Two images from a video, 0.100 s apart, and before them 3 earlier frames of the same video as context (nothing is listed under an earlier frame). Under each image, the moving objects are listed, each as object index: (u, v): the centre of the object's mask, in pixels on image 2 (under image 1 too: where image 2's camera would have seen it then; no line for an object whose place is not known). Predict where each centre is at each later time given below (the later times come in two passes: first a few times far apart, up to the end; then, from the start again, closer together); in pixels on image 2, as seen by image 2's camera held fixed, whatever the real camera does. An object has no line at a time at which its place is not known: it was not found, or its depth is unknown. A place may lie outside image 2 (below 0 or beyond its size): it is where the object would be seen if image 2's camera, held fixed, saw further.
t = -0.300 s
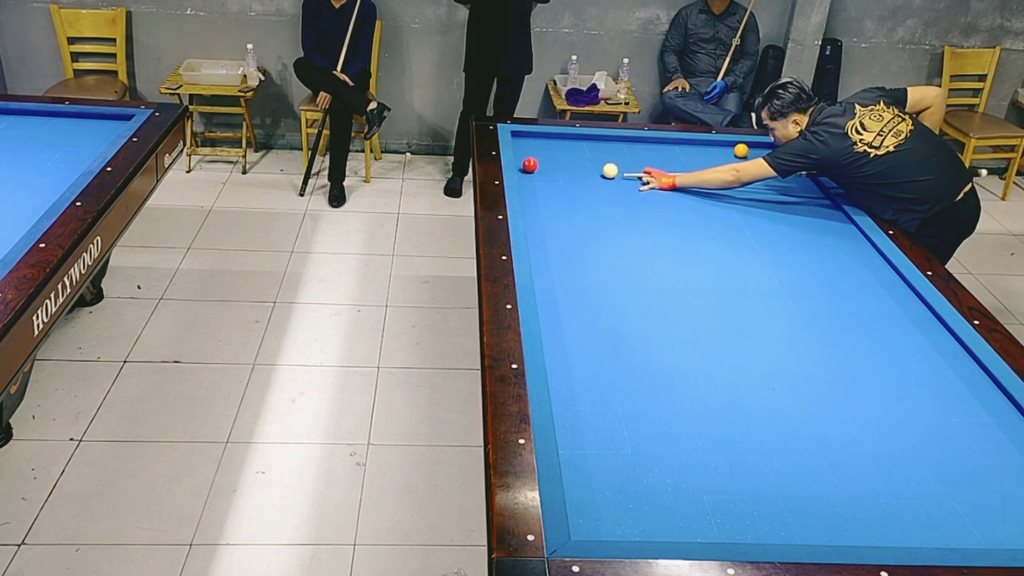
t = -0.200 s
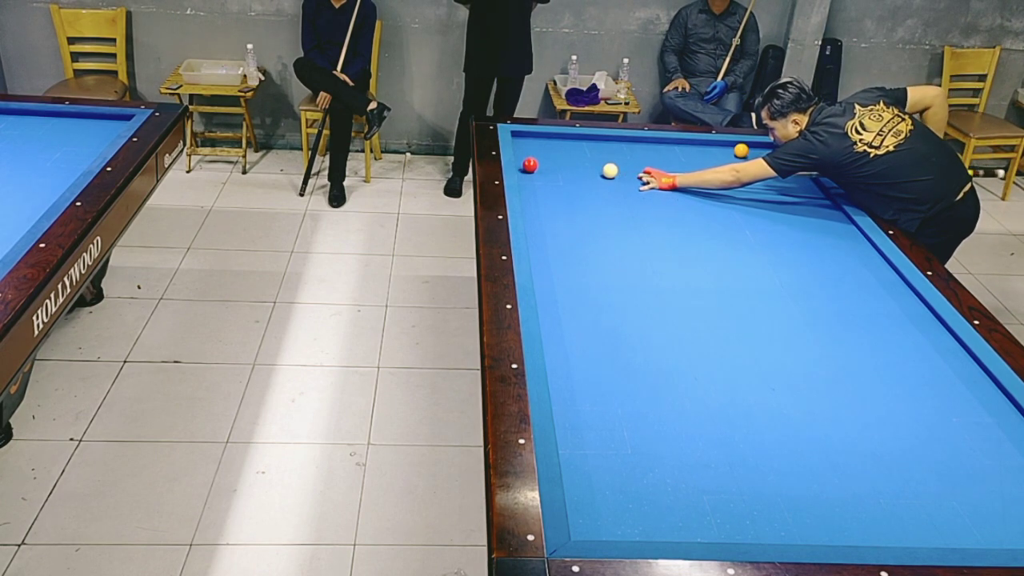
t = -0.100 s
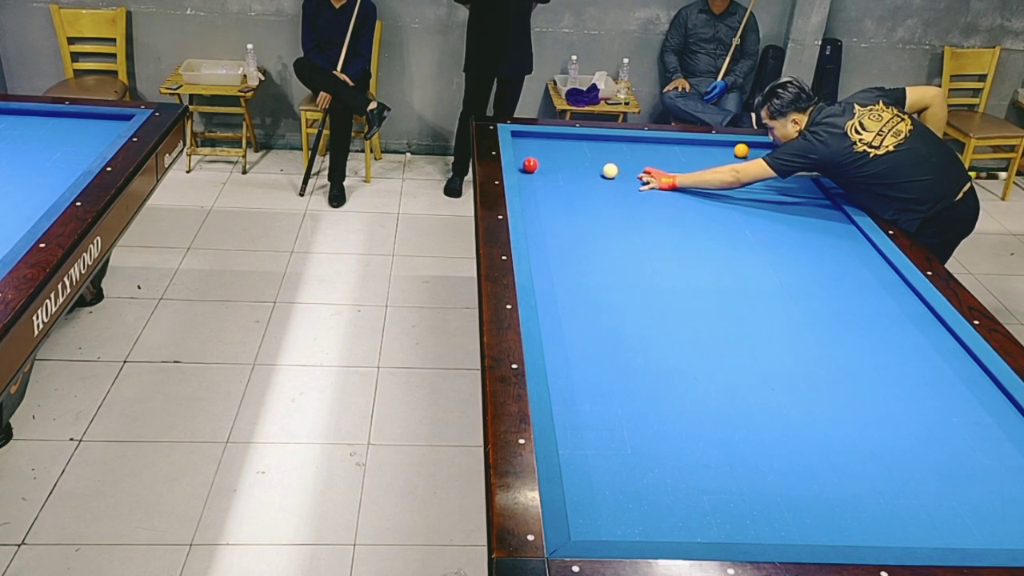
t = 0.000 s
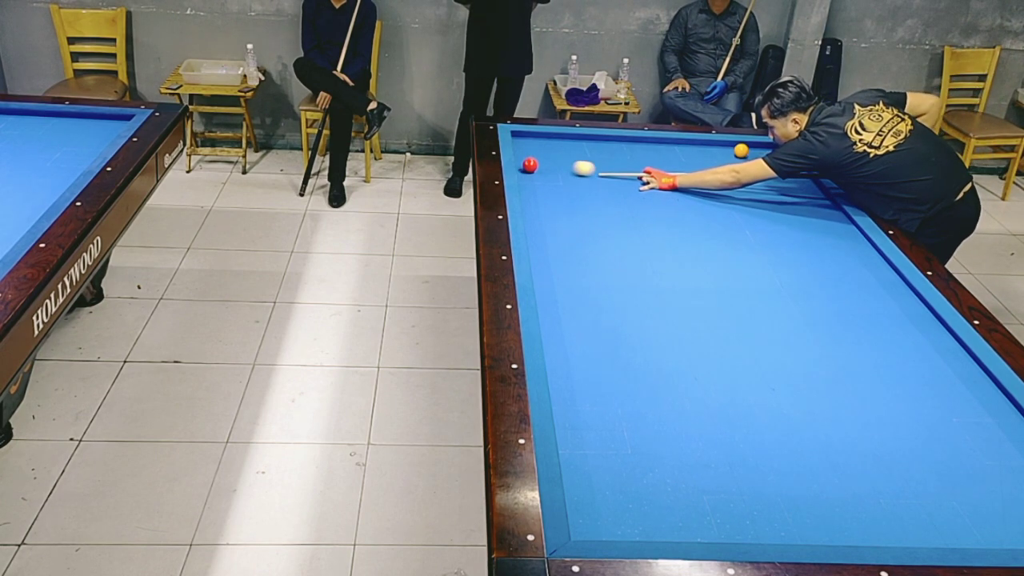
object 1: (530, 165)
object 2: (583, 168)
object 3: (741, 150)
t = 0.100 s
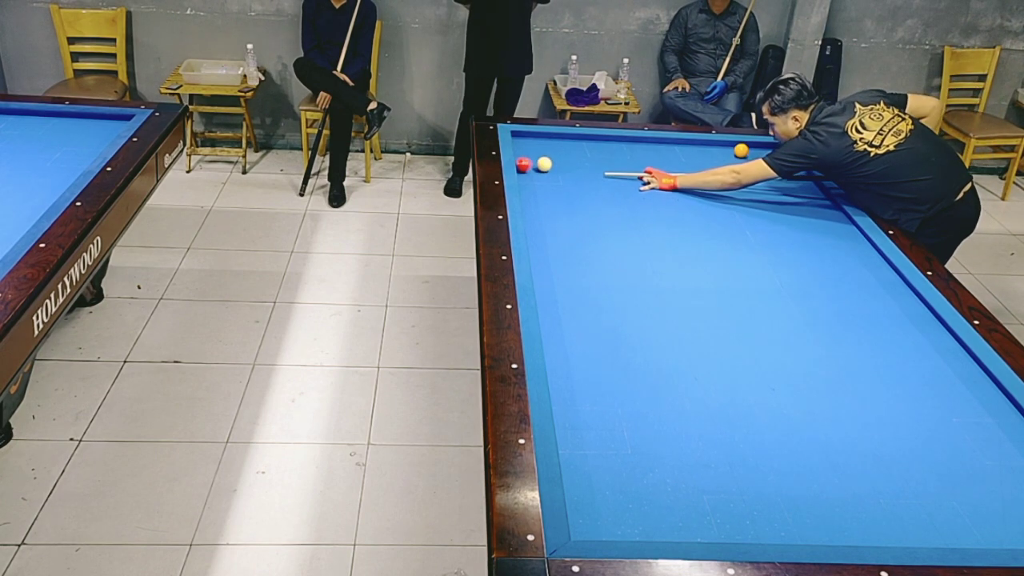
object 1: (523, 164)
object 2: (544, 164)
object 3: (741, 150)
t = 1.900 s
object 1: (743, 234)
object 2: (771, 171)
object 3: (775, 148)
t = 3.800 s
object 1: (878, 299)
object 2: (830, 224)
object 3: (708, 145)
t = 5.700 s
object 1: (818, 335)
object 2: (834, 274)
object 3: (676, 146)
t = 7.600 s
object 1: (771, 361)
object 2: (835, 313)
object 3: (670, 146)
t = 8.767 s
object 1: (754, 370)
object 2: (832, 327)
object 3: (671, 146)
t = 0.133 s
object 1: (531, 166)
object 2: (546, 162)
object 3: (741, 150)
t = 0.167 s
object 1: (536, 167)
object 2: (553, 161)
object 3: (741, 150)
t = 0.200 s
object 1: (539, 169)
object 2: (560, 159)
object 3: (741, 150)
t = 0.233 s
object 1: (543, 170)
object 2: (567, 158)
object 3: (741, 150)
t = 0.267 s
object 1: (547, 171)
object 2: (574, 157)
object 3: (741, 150)
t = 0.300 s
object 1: (550, 173)
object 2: (580, 156)
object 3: (741, 150)
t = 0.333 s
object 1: (554, 174)
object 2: (587, 155)
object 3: (741, 150)
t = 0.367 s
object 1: (558, 175)
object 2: (593, 154)
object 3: (741, 150)
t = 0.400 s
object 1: (562, 176)
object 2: (600, 153)
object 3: (741, 150)
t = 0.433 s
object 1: (566, 177)
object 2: (606, 152)
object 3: (741, 150)
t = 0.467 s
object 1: (570, 179)
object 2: (613, 151)
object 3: (741, 150)
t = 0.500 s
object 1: (573, 180)
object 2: (619, 150)
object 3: (741, 150)
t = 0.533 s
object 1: (577, 181)
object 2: (625, 149)
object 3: (741, 150)
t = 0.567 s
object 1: (581, 182)
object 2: (632, 148)
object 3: (741, 150)
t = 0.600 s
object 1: (585, 184)
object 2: (637, 147)
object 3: (741, 150)
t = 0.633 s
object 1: (589, 185)
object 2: (644, 145)
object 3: (741, 150)
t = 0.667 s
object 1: (593, 186)
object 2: (650, 145)
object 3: (741, 150)
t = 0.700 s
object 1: (597, 188)
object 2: (656, 144)
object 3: (741, 150)
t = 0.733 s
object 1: (601, 189)
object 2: (661, 143)
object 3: (741, 150)
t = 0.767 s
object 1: (604, 190)
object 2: (667, 142)
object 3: (741, 150)
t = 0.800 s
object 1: (608, 192)
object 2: (673, 141)
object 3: (741, 150)
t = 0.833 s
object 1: (612, 193)
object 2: (678, 142)
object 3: (741, 150)
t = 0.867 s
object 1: (616, 194)
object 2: (683, 143)
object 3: (741, 150)
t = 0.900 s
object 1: (620, 195)
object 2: (689, 144)
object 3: (741, 149)
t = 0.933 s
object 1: (624, 197)
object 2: (694, 145)
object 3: (741, 148)
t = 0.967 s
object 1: (628, 198)
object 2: (699, 145)
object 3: (741, 150)
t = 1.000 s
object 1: (632, 199)
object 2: (704, 146)
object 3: (741, 150)
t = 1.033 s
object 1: (636, 201)
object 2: (709, 147)
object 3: (741, 152)
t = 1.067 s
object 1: (640, 202)
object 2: (714, 148)
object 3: (741, 151)
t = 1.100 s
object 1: (644, 203)
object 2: (719, 149)
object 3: (741, 150)
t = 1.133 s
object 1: (648, 204)
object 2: (724, 150)
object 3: (741, 150)
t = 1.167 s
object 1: (652, 206)
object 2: (728, 151)
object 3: (743, 150)
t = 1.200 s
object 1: (656, 207)
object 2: (729, 152)
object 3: (746, 150)
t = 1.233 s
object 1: (660, 208)
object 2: (731, 153)
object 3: (749, 150)
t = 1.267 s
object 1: (664, 209)
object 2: (733, 154)
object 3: (752, 150)
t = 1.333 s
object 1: (673, 212)
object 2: (737, 155)
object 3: (757, 150)
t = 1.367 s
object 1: (677, 213)
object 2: (739, 156)
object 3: (760, 150)
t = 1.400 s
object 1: (681, 215)
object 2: (741, 157)
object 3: (762, 150)
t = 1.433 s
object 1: (685, 216)
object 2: (743, 158)
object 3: (765, 149)
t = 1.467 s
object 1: (689, 217)
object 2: (745, 159)
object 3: (767, 149)
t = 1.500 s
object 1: (693, 218)
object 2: (747, 160)
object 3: (770, 149)
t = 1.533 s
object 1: (697, 220)
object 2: (749, 161)
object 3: (772, 149)
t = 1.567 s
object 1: (702, 221)
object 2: (751, 162)
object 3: (775, 149)
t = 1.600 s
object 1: (705, 223)
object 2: (753, 163)
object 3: (778, 149)
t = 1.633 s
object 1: (710, 224)
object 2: (755, 164)
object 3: (780, 149)
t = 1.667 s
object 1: (714, 225)
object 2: (757, 165)
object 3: (782, 149)
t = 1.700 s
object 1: (718, 226)
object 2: (759, 166)
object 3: (785, 149)
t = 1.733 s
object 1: (722, 228)
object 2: (761, 167)
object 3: (784, 149)
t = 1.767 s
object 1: (726, 229)
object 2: (763, 168)
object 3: (782, 149)
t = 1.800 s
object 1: (731, 230)
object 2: (765, 169)
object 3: (780, 148)
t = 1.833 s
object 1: (735, 232)
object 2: (767, 169)
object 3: (778, 148)
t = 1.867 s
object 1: (739, 233)
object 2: (769, 170)
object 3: (776, 148)
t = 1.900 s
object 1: (743, 234)
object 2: (771, 171)
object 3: (775, 148)
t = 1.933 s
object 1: (747, 236)
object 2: (773, 172)
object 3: (773, 148)
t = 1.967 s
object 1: (752, 237)
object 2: (775, 173)
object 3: (771, 147)
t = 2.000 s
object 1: (756, 238)
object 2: (777, 174)
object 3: (770, 147)
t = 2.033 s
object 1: (760, 240)
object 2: (779, 175)
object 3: (768, 147)
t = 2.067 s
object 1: (764, 241)
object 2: (781, 176)
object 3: (766, 146)
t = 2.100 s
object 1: (769, 242)
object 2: (783, 177)
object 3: (765, 146)
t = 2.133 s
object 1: (773, 243)
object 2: (785, 178)
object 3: (763, 146)
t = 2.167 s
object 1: (777, 245)
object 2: (787, 179)
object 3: (761, 146)
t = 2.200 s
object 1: (781, 246)
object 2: (789, 180)
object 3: (760, 146)
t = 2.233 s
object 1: (786, 247)
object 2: (791, 181)
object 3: (758, 146)
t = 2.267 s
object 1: (790, 249)
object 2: (793, 182)
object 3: (756, 145)
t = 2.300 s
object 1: (794, 250)
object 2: (795, 182)
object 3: (755, 145)
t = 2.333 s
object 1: (799, 251)
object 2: (797, 183)
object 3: (753, 145)
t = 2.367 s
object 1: (803, 253)
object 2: (798, 184)
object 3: (752, 145)
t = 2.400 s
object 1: (807, 254)
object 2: (800, 185)
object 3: (750, 144)
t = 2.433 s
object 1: (812, 255)
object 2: (802, 186)
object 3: (748, 144)
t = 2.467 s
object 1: (816, 257)
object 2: (804, 187)
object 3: (747, 144)
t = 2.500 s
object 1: (820, 258)
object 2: (806, 188)
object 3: (746, 144)
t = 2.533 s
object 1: (825, 259)
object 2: (808, 189)
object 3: (744, 144)
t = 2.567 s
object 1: (829, 261)
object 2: (810, 190)
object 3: (744, 144)
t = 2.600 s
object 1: (834, 262)
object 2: (812, 191)
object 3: (742, 144)
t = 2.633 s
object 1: (838, 264)
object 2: (814, 192)
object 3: (741, 144)
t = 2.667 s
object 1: (842, 265)
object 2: (816, 193)
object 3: (740, 144)
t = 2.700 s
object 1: (847, 266)
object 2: (818, 194)
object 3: (739, 144)
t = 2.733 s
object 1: (851, 267)
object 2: (820, 195)
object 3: (738, 144)
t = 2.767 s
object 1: (855, 269)
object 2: (822, 195)
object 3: (737, 144)
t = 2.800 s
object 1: (860, 270)
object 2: (824, 196)
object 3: (736, 144)
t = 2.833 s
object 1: (864, 272)
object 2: (826, 197)
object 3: (735, 144)
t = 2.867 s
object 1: (869, 273)
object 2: (826, 198)
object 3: (734, 144)
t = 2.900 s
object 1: (873, 274)
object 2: (827, 199)
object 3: (733, 144)
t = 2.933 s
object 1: (878, 276)
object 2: (827, 200)
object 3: (732, 145)
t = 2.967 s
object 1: (882, 277)
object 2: (827, 201)
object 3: (731, 145)
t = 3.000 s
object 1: (886, 278)
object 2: (827, 202)
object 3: (730, 145)
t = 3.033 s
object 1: (891, 280)
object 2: (827, 203)
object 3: (729, 145)
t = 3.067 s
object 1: (895, 281)
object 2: (827, 204)
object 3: (728, 145)
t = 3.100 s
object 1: (900, 283)
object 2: (828, 205)
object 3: (727, 145)
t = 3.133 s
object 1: (900, 283)
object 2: (828, 206)
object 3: (726, 145)
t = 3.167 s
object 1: (899, 284)
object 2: (828, 207)
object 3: (725, 145)
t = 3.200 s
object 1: (897, 285)
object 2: (828, 208)
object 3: (724, 145)
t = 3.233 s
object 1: (896, 286)
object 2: (828, 209)
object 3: (723, 145)
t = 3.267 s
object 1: (895, 287)
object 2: (828, 210)
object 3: (722, 145)
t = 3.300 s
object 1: (894, 287)
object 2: (828, 210)
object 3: (722, 145)
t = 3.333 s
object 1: (893, 288)
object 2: (829, 211)
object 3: (721, 145)
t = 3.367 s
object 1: (892, 289)
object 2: (829, 212)
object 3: (720, 145)
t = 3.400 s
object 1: (891, 290)
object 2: (829, 213)
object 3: (718, 145)
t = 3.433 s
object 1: (890, 290)
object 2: (829, 214)
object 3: (718, 145)
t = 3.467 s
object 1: (889, 291)
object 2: (829, 215)
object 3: (717, 145)
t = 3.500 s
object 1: (887, 292)
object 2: (829, 216)
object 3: (716, 145)
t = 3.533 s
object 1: (886, 293)
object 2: (829, 217)
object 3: (715, 145)
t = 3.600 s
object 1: (884, 294)
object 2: (829, 219)
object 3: (713, 145)
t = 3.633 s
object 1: (883, 295)
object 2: (830, 220)
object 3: (712, 145)
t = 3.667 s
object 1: (882, 296)
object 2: (830, 221)
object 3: (712, 145)
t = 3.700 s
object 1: (881, 296)
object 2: (830, 222)
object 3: (711, 145)
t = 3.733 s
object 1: (880, 297)
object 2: (830, 223)
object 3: (710, 145)
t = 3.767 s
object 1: (879, 298)
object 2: (830, 223)
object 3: (709, 145)
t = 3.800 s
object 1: (878, 299)
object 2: (830, 224)
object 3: (708, 145)
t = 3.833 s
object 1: (877, 299)
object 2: (830, 225)
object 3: (707, 145)
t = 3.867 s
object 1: (876, 300)
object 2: (830, 226)
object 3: (707, 145)
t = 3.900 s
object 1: (874, 301)
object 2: (831, 227)
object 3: (706, 145)
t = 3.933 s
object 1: (873, 301)
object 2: (831, 228)
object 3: (705, 145)
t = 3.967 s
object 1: (872, 302)
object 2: (831, 229)
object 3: (704, 145)
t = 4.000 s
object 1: (871, 303)
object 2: (831, 230)
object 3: (703, 145)
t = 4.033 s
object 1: (870, 304)
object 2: (831, 231)
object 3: (703, 145)
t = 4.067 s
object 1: (869, 304)
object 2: (831, 232)
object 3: (702, 145)
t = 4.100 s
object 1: (868, 305)
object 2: (831, 232)
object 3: (701, 145)
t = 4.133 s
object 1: (867, 306)
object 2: (831, 233)
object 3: (700, 145)
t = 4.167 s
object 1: (866, 307)
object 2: (831, 234)
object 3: (700, 145)
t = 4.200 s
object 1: (865, 307)
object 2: (831, 235)
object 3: (699, 145)
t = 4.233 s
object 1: (863, 308)
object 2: (832, 236)
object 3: (698, 145)
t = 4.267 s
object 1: (862, 309)
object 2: (832, 237)
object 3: (697, 145)
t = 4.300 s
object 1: (861, 309)
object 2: (832, 238)
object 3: (697, 145)
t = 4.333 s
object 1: (860, 310)
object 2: (832, 239)
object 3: (696, 145)
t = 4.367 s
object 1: (859, 311)
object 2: (832, 240)
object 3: (696, 145)
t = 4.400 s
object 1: (858, 311)
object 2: (832, 241)
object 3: (695, 145)
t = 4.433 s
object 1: (857, 312)
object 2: (832, 242)
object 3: (694, 145)
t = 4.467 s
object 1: (856, 313)
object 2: (832, 242)
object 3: (694, 145)
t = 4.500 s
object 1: (855, 313)
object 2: (832, 243)
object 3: (693, 145)
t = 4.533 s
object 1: (854, 314)
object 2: (832, 244)
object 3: (692, 145)
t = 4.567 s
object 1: (852, 315)
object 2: (832, 245)
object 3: (692, 146)
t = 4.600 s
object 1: (851, 316)
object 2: (833, 246)
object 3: (691, 145)
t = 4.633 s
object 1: (850, 316)
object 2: (833, 247)
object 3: (691, 146)
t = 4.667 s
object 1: (849, 317)
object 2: (833, 248)
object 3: (690, 145)
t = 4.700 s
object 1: (848, 318)
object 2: (833, 249)
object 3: (689, 146)
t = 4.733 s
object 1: (847, 318)
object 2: (833, 250)
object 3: (689, 145)
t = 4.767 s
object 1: (846, 319)
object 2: (833, 250)
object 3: (688, 146)
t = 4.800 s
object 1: (845, 319)
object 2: (833, 251)
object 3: (688, 145)
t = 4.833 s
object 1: (844, 320)
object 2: (833, 252)
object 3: (687, 145)
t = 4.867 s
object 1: (843, 321)
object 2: (833, 253)
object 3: (687, 146)
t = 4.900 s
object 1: (842, 321)
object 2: (833, 254)
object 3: (686, 146)
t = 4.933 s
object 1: (841, 322)
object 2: (833, 255)
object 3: (686, 146)
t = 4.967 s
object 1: (840, 322)
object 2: (833, 256)
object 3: (685, 146)
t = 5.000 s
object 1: (839, 323)
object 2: (833, 256)
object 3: (684, 146)
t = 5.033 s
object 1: (838, 324)
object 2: (833, 257)
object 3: (684, 146)
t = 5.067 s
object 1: (837, 325)
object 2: (833, 258)
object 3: (683, 146)
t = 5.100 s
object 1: (836, 325)
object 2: (833, 259)
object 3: (683, 146)
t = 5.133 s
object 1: (835, 326)
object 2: (833, 260)
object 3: (682, 146)
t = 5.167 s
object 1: (833, 326)
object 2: (833, 261)
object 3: (682, 146)
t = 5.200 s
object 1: (833, 327)
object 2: (833, 262)
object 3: (682, 146)
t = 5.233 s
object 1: (832, 328)
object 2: (833, 262)
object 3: (681, 146)
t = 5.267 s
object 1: (830, 328)
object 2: (833, 263)
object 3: (681, 146)
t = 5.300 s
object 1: (829, 329)
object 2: (833, 264)
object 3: (680, 146)
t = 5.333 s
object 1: (829, 329)
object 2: (834, 265)
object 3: (680, 146)
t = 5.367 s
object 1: (827, 330)
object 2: (833, 266)
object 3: (680, 146)
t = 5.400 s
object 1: (827, 330)
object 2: (834, 267)
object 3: (679, 146)
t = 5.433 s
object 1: (825, 331)
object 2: (833, 267)
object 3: (679, 146)
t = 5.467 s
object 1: (824, 332)
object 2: (834, 268)
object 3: (678, 146)
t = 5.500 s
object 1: (823, 332)
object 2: (834, 269)
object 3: (678, 146)
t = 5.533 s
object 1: (822, 333)
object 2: (834, 270)
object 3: (678, 146)
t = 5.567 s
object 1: (821, 333)
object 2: (834, 271)
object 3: (677, 146)
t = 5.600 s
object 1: (820, 334)
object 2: (834, 271)
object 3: (677, 146)
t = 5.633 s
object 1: (820, 334)
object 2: (834, 272)
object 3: (676, 146)
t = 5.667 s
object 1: (819, 335)
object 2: (834, 273)
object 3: (676, 146)
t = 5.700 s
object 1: (818, 335)
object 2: (834, 274)
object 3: (676, 146)
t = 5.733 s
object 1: (817, 336)
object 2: (834, 275)
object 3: (676, 146)
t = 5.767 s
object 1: (816, 336)
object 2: (834, 275)
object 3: (675, 146)
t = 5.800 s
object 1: (815, 337)
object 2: (834, 276)
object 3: (675, 146)
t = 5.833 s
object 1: (814, 338)
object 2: (834, 277)
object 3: (675, 146)
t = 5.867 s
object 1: (813, 338)
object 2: (834, 278)
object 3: (675, 146)
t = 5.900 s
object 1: (812, 339)
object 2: (834, 279)
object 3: (674, 146)
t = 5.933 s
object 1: (811, 339)
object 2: (834, 279)
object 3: (674, 146)
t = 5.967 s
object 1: (810, 340)
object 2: (834, 280)
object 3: (674, 146)
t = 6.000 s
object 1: (809, 340)
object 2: (834, 281)
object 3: (674, 146)
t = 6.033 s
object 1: (808, 341)
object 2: (834, 282)
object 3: (673, 146)
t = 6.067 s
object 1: (807, 341)
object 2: (834, 283)
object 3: (673, 146)
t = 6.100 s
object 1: (806, 342)
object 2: (834, 283)
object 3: (673, 146)
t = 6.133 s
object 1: (805, 342)
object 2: (834, 284)
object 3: (672, 146)
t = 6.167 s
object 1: (804, 343)
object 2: (834, 285)
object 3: (672, 146)
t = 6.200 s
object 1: (803, 343)
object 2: (834, 286)
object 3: (672, 146)
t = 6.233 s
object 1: (802, 344)
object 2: (834, 286)
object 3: (672, 146)
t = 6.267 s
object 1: (802, 344)
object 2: (834, 287)
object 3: (672, 146)
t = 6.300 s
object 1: (801, 345)
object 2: (835, 288)
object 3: (672, 146)
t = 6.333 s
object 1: (800, 345)
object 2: (835, 289)
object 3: (672, 146)
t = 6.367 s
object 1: (799, 345)
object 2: (835, 289)
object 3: (671, 146)
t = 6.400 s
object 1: (798, 346)
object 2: (835, 290)
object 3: (671, 146)
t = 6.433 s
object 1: (797, 347)
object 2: (835, 291)
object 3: (671, 146)
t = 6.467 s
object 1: (796, 347)
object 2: (835, 291)
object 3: (671, 146)
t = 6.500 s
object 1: (796, 347)
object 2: (835, 292)
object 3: (671, 146)
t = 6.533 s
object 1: (795, 348)
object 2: (835, 293)
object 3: (671, 146)
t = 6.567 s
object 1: (794, 348)
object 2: (835, 293)
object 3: (671, 146)
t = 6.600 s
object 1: (793, 349)
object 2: (835, 294)
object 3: (671, 146)
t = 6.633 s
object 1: (792, 349)
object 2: (835, 295)
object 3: (671, 146)
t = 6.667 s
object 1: (791, 350)
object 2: (835, 296)
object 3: (671, 146)
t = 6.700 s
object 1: (791, 350)
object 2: (835, 296)
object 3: (670, 146)
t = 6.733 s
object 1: (790, 351)
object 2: (835, 297)
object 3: (670, 146)
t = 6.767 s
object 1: (789, 351)
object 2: (835, 298)
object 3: (670, 146)
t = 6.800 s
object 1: (788, 352)
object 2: (835, 298)
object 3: (670, 146)
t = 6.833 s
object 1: (787, 352)
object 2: (835, 299)
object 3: (670, 146)
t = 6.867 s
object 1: (787, 353)
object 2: (835, 300)
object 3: (670, 146)
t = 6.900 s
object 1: (786, 353)
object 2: (835, 300)
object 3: (670, 146)
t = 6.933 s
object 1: (785, 353)
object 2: (835, 301)
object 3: (670, 146)
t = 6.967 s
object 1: (784, 354)
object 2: (835, 302)
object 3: (670, 146)
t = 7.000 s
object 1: (784, 354)
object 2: (835, 302)
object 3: (670, 146)
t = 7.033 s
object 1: (783, 355)
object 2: (835, 303)
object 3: (670, 146)
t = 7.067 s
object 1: (782, 355)
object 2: (835, 303)
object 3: (670, 146)
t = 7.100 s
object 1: (781, 356)
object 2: (835, 304)
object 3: (670, 146)
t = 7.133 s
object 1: (781, 356)
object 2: (835, 305)
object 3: (670, 146)
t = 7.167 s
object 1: (780, 356)
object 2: (835, 305)
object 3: (670, 146)
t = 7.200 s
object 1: (779, 357)
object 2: (835, 306)
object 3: (671, 146)
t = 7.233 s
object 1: (779, 357)
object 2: (835, 306)
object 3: (671, 146)
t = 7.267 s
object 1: (778, 358)
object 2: (835, 307)
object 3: (670, 146)
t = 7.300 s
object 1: (777, 358)
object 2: (835, 308)
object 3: (670, 146)
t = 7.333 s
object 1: (776, 358)
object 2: (835, 308)
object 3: (670, 146)
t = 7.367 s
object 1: (776, 359)
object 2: (835, 309)
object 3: (670, 146)
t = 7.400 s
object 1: (775, 359)
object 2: (835, 309)
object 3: (670, 146)
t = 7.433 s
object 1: (774, 359)
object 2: (835, 310)
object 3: (670, 146)
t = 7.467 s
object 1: (774, 360)
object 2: (835, 311)
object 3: (670, 146)
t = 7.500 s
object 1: (773, 360)
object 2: (835, 311)
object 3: (670, 146)
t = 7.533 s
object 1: (772, 360)
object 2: (835, 312)
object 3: (670, 146)
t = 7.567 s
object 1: (772, 361)
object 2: (835, 312)
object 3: (670, 146)
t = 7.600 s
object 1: (771, 361)
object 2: (835, 313)
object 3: (670, 146)
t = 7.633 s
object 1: (770, 361)
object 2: (834, 313)
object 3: (671, 146)
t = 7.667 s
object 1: (770, 362)
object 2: (834, 314)
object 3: (670, 146)
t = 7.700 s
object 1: (769, 362)
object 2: (834, 314)
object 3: (671, 146)
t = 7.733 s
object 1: (769, 362)
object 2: (834, 315)
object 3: (671, 146)
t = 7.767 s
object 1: (768, 363)
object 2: (834, 315)
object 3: (671, 146)
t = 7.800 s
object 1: (767, 363)
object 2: (834, 316)
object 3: (671, 146)
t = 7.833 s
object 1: (767, 363)
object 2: (834, 316)
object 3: (671, 146)
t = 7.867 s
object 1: (766, 363)
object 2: (834, 317)
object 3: (671, 146)
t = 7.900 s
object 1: (766, 364)
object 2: (834, 317)
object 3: (671, 146)
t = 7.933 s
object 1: (765, 364)
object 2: (834, 318)
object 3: (670, 146)
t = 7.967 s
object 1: (765, 364)
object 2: (834, 318)
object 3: (670, 146)
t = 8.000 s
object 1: (764, 365)
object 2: (834, 318)
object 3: (671, 146)
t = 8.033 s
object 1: (764, 365)
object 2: (834, 319)
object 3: (671, 146)
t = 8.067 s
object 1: (763, 365)
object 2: (834, 319)
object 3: (671, 146)
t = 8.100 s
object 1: (763, 366)
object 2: (834, 320)
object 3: (670, 146)
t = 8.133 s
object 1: (762, 366)
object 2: (834, 320)
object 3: (671, 146)
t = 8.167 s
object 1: (762, 366)
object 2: (834, 321)
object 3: (671, 146)
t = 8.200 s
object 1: (761, 367)
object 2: (834, 321)
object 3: (671, 146)
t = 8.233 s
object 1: (761, 367)
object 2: (834, 321)
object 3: (671, 146)
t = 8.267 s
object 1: (760, 367)
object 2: (833, 322)
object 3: (671, 146)
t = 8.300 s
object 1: (760, 367)
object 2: (833, 322)
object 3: (671, 146)
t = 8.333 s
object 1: (759, 368)
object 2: (833, 323)
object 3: (670, 146)
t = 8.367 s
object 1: (759, 368)
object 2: (833, 323)
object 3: (670, 146)
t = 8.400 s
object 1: (758, 368)
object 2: (833, 323)
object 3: (670, 146)
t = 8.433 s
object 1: (758, 368)
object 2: (833, 324)
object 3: (670, 146)
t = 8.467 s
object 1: (757, 368)
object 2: (833, 324)
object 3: (671, 146)
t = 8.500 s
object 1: (757, 369)
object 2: (833, 324)
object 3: (670, 146)
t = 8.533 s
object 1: (757, 369)
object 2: (833, 325)
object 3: (671, 146)
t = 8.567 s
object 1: (756, 369)
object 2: (833, 325)
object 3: (670, 146)
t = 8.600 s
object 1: (756, 369)
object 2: (833, 325)
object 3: (671, 146)
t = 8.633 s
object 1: (755, 369)
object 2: (833, 326)
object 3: (671, 146)
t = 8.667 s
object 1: (755, 369)
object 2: (833, 326)
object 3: (671, 146)
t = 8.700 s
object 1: (755, 370)
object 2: (832, 326)
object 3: (671, 146)
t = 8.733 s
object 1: (754, 370)
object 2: (832, 327)
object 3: (670, 146)
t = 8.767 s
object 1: (754, 370)
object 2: (832, 327)
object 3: (671, 146)
